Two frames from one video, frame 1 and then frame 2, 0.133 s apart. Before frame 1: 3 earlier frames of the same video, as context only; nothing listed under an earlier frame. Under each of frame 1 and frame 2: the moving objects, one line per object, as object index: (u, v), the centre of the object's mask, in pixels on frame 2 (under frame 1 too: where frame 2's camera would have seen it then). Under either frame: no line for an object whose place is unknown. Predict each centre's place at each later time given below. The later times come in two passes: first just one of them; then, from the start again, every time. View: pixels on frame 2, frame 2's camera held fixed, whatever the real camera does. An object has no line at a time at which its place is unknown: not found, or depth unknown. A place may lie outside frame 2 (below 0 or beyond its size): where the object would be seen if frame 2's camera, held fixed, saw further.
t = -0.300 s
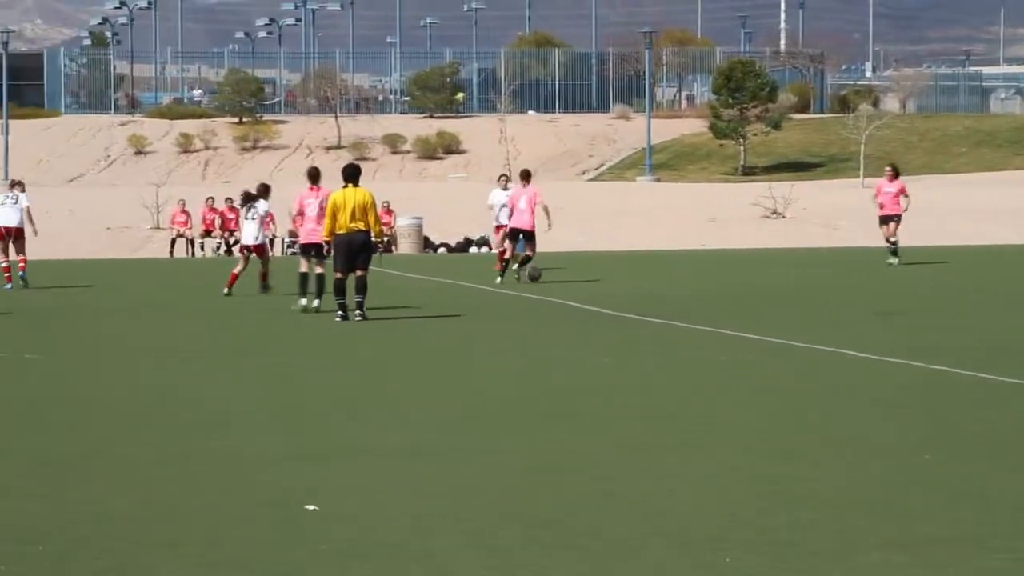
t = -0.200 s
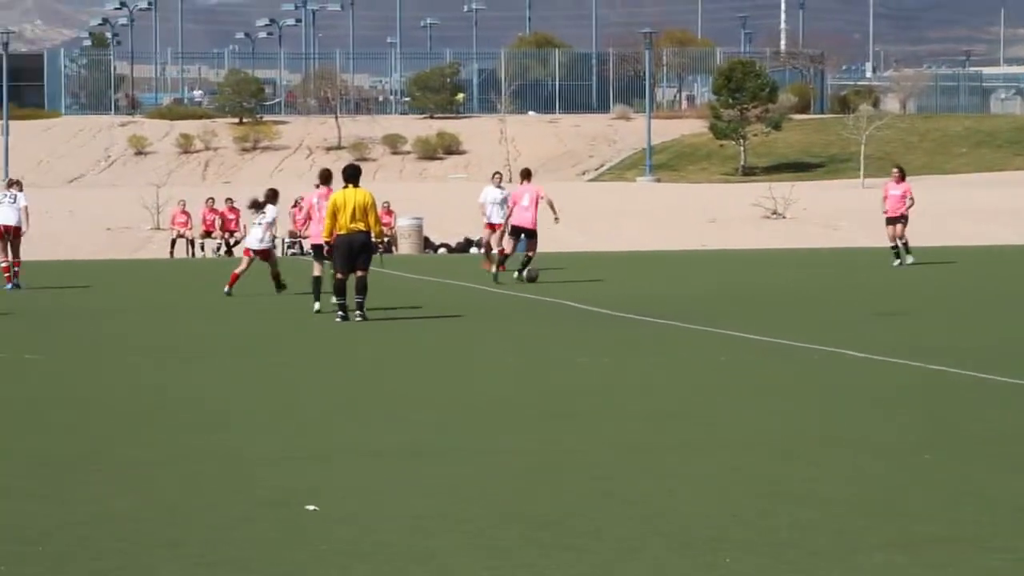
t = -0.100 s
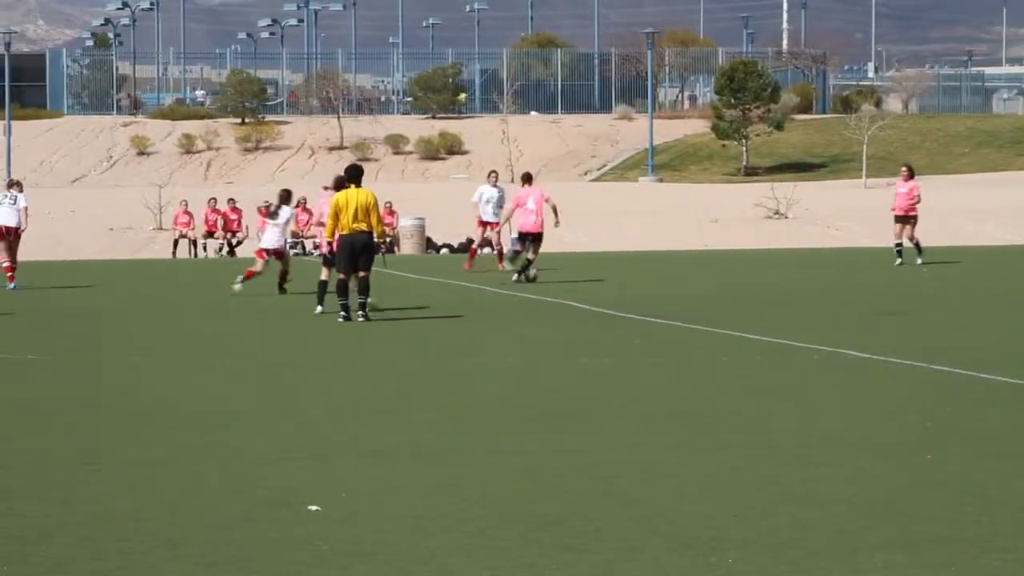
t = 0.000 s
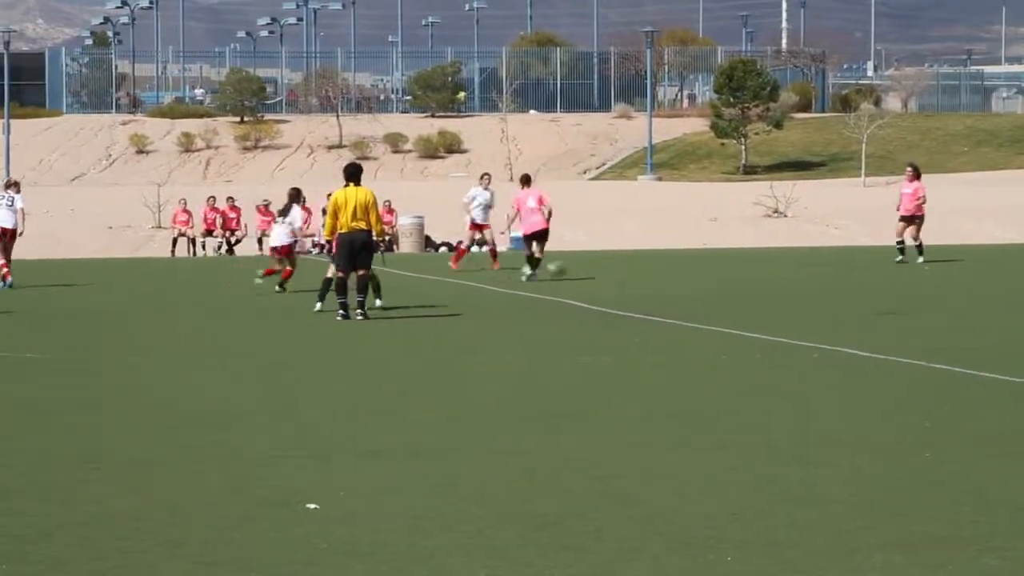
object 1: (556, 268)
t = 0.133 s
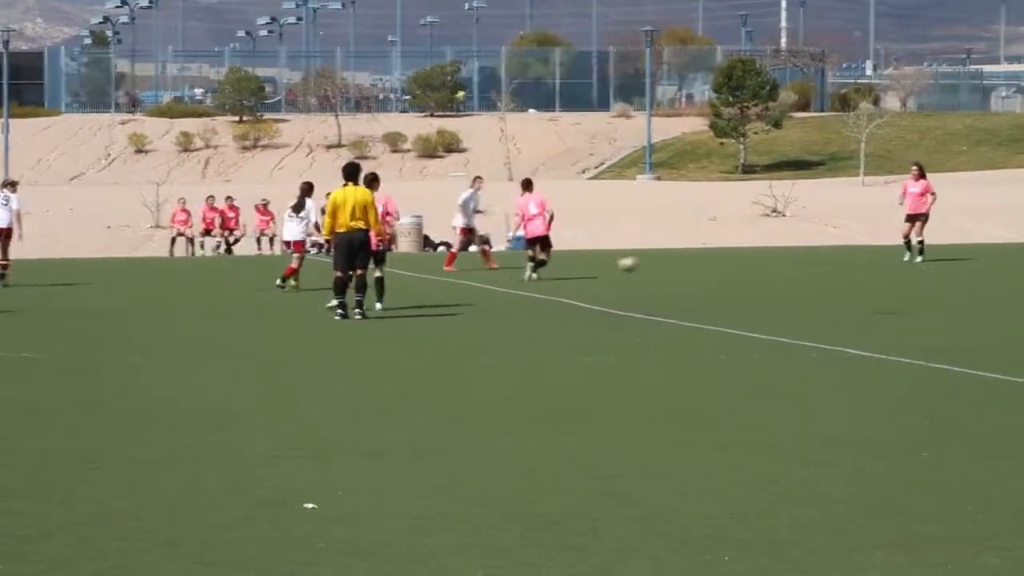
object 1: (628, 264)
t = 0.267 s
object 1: (688, 262)
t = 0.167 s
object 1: (645, 265)
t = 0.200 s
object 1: (660, 266)
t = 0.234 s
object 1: (674, 264)
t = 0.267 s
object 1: (688, 262)
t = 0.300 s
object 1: (701, 260)
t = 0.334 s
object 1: (714, 260)
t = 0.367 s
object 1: (726, 260)
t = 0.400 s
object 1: (738, 262)
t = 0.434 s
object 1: (750, 264)
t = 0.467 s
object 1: (760, 262)
